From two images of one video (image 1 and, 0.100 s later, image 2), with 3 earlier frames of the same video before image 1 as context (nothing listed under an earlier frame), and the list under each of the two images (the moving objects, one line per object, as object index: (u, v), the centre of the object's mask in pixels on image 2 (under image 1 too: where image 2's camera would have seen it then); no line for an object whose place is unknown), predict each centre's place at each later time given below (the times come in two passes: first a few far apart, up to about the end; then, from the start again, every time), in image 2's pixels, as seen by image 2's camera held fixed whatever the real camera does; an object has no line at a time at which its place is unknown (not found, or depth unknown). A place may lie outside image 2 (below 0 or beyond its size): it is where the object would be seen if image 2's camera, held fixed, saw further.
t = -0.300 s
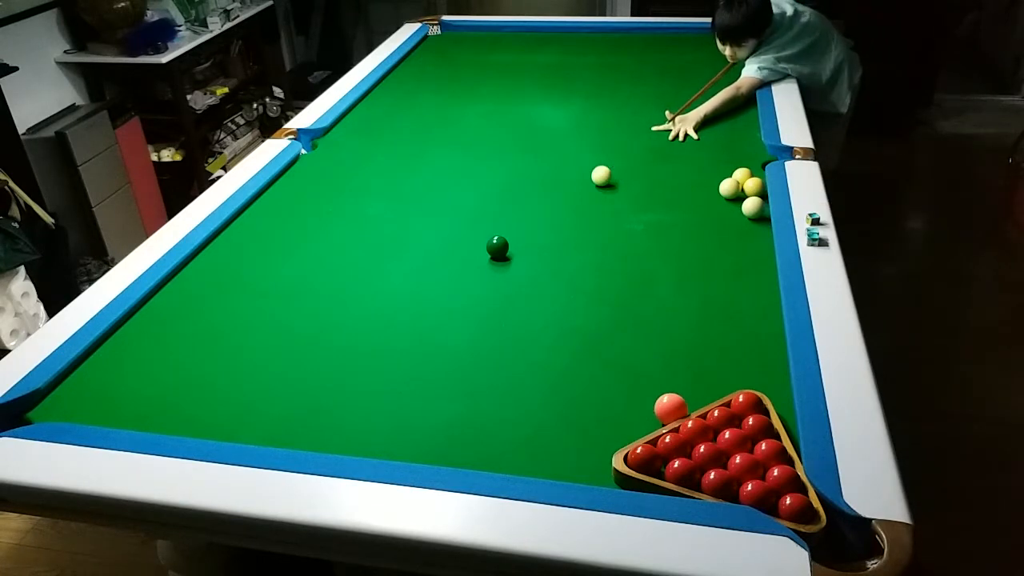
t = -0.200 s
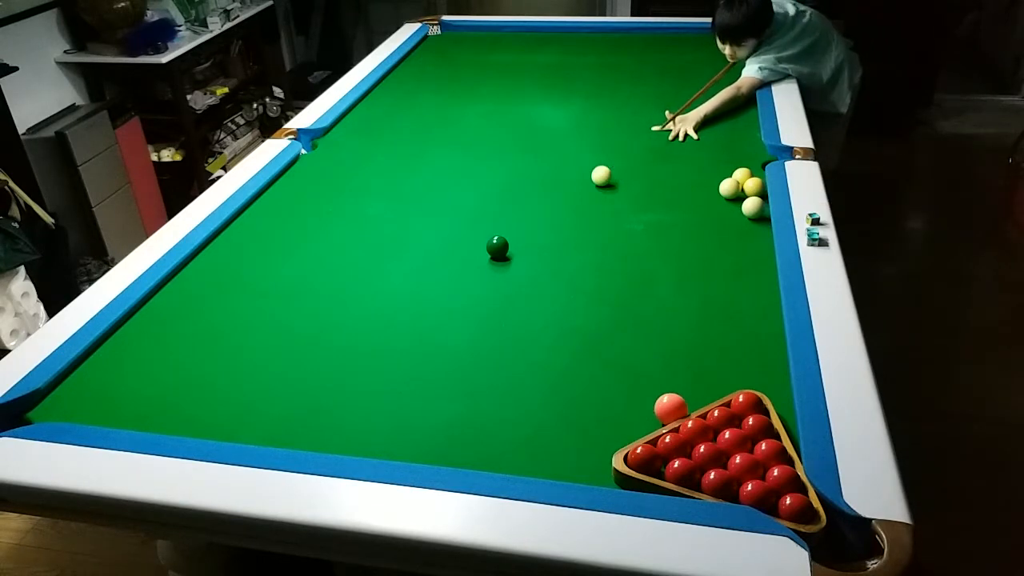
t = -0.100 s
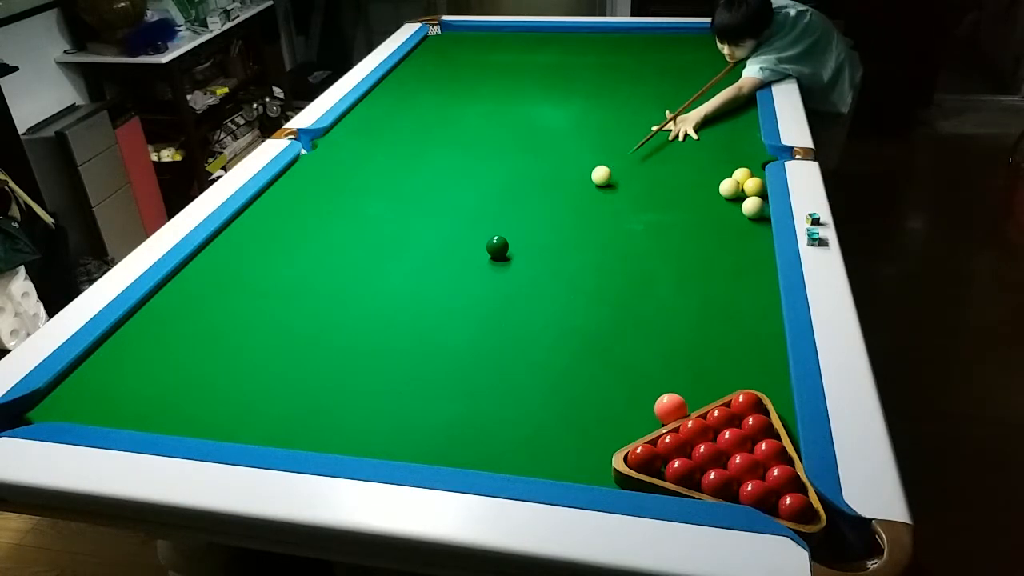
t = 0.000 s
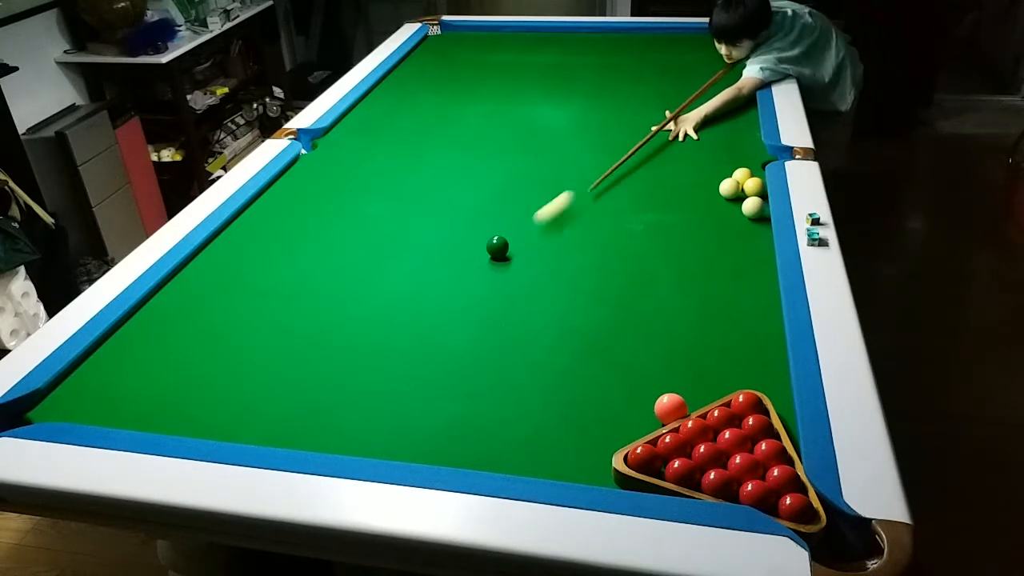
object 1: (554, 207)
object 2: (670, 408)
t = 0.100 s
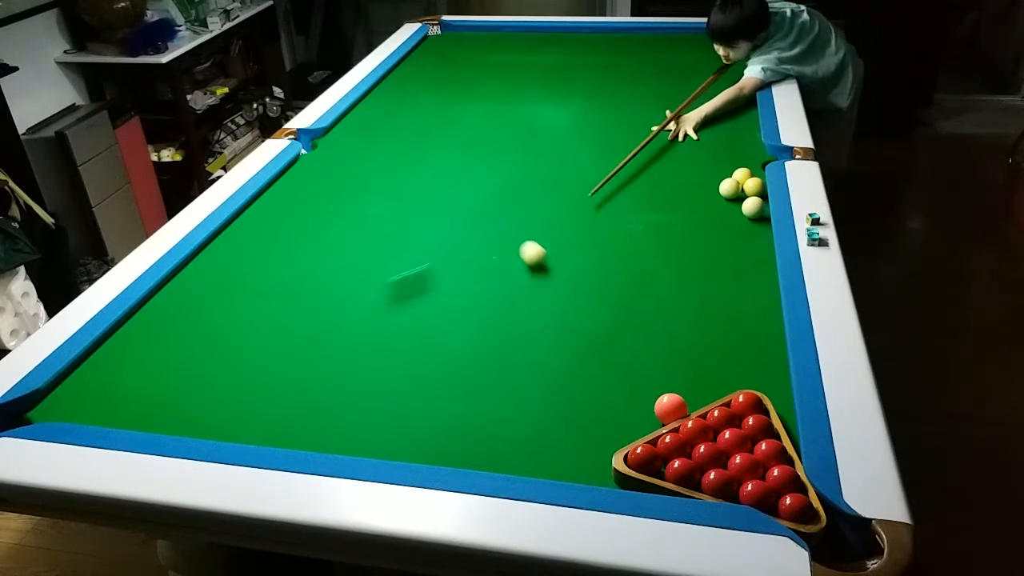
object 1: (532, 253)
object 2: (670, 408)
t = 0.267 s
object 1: (573, 292)
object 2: (670, 408)
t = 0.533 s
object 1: (651, 365)
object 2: (670, 408)
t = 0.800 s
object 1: (723, 383)
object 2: (642, 417)
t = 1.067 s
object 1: (764, 364)
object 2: (607, 424)
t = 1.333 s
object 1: (752, 343)
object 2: (575, 430)
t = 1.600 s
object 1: (729, 324)
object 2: (547, 434)
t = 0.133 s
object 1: (540, 261)
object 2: (670, 408)
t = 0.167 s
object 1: (548, 269)
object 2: (670, 408)
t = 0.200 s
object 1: (556, 276)
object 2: (670, 408)
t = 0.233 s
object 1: (565, 284)
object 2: (670, 408)
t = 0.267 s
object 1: (573, 292)
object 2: (670, 408)
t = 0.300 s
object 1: (581, 300)
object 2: (670, 408)
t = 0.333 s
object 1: (590, 308)
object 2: (670, 408)
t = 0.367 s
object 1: (599, 316)
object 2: (670, 408)
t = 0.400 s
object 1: (609, 325)
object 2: (670, 408)
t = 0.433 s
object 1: (618, 334)
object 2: (670, 408)
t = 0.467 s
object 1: (629, 344)
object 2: (670, 408)
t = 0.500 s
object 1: (640, 355)
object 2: (670, 408)
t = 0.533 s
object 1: (651, 365)
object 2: (670, 408)
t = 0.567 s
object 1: (662, 375)
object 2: (670, 408)
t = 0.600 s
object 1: (673, 383)
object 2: (670, 408)
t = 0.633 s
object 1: (688, 392)
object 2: (665, 410)
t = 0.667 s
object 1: (700, 393)
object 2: (660, 412)
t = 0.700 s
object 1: (706, 390)
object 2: (655, 413)
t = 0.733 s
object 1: (711, 388)
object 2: (651, 414)
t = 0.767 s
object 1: (717, 385)
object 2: (646, 416)
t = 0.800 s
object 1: (723, 383)
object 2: (642, 417)
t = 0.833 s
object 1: (728, 380)
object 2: (637, 418)
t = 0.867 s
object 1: (734, 378)
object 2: (633, 419)
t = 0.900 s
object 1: (739, 376)
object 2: (628, 420)
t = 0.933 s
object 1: (744, 373)
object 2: (624, 421)
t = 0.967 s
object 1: (749, 371)
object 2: (619, 422)
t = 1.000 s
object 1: (754, 368)
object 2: (615, 422)
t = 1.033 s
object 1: (759, 366)
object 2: (611, 423)
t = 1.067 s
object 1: (764, 364)
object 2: (607, 424)
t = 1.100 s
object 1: (769, 362)
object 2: (603, 425)
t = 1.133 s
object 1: (771, 359)
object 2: (599, 426)
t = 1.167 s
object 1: (767, 356)
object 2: (595, 426)
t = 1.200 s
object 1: (764, 353)
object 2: (591, 427)
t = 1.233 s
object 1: (761, 351)
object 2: (587, 428)
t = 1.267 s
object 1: (758, 348)
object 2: (583, 428)
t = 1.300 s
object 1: (755, 345)
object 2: (579, 429)
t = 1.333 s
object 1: (752, 343)
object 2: (575, 430)
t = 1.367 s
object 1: (748, 340)
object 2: (572, 430)
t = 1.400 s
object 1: (746, 338)
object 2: (568, 431)
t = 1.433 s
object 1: (742, 335)
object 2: (564, 431)
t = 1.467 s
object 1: (740, 333)
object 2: (561, 432)
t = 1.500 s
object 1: (737, 331)
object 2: (557, 432)
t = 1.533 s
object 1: (734, 328)
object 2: (554, 433)
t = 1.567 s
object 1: (731, 326)
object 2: (551, 433)
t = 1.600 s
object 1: (729, 324)
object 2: (547, 434)
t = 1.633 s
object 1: (726, 321)
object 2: (544, 434)
